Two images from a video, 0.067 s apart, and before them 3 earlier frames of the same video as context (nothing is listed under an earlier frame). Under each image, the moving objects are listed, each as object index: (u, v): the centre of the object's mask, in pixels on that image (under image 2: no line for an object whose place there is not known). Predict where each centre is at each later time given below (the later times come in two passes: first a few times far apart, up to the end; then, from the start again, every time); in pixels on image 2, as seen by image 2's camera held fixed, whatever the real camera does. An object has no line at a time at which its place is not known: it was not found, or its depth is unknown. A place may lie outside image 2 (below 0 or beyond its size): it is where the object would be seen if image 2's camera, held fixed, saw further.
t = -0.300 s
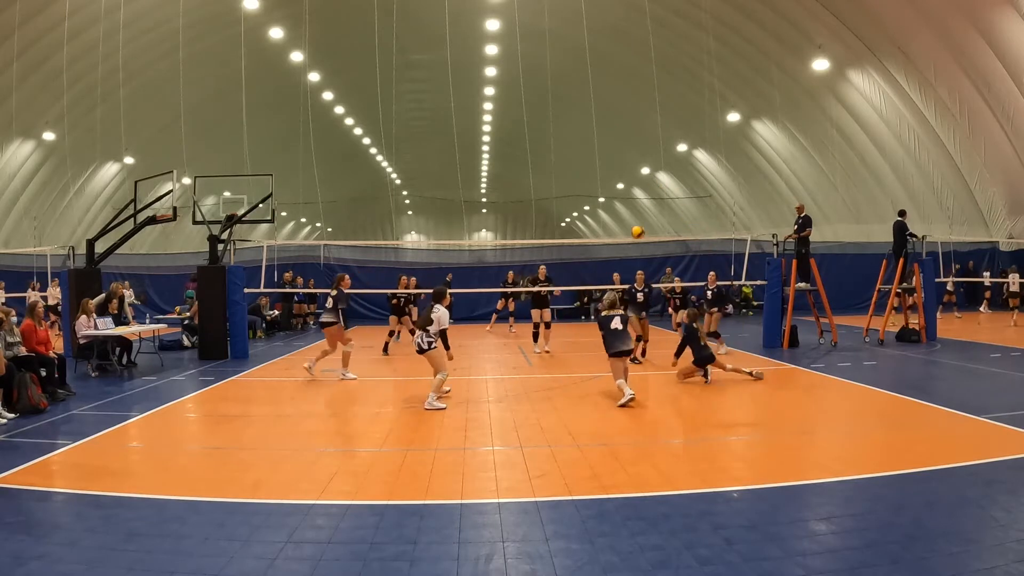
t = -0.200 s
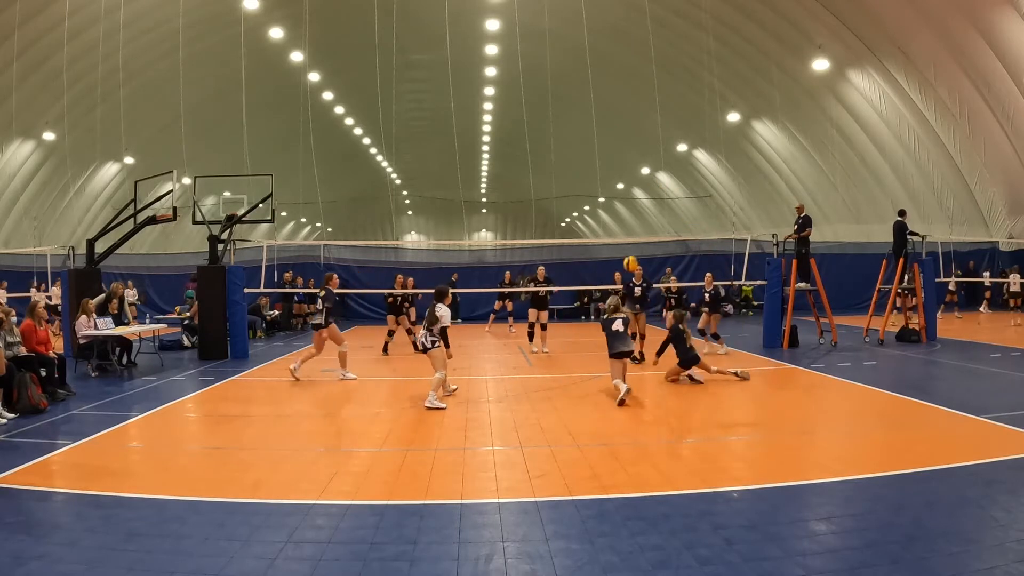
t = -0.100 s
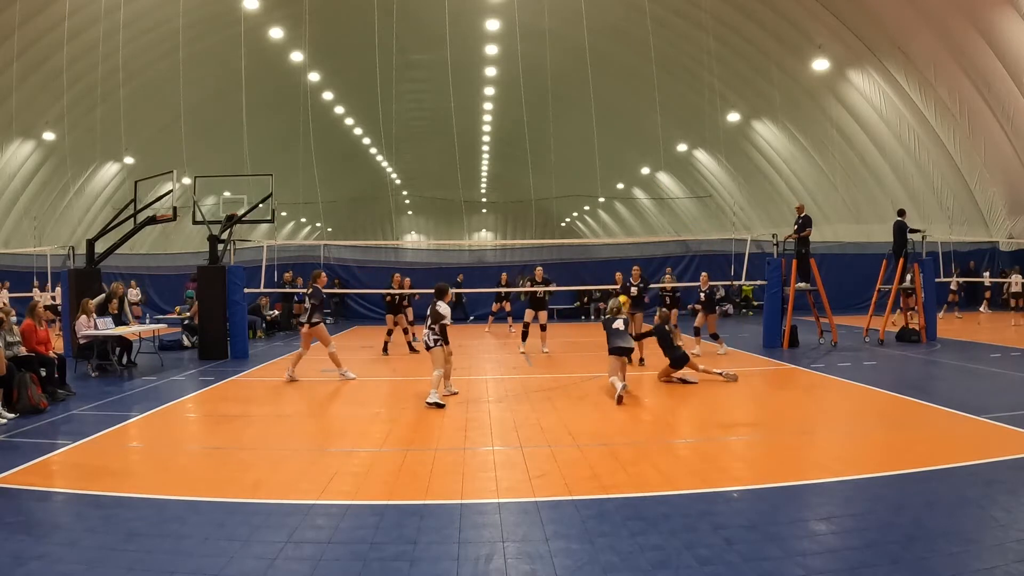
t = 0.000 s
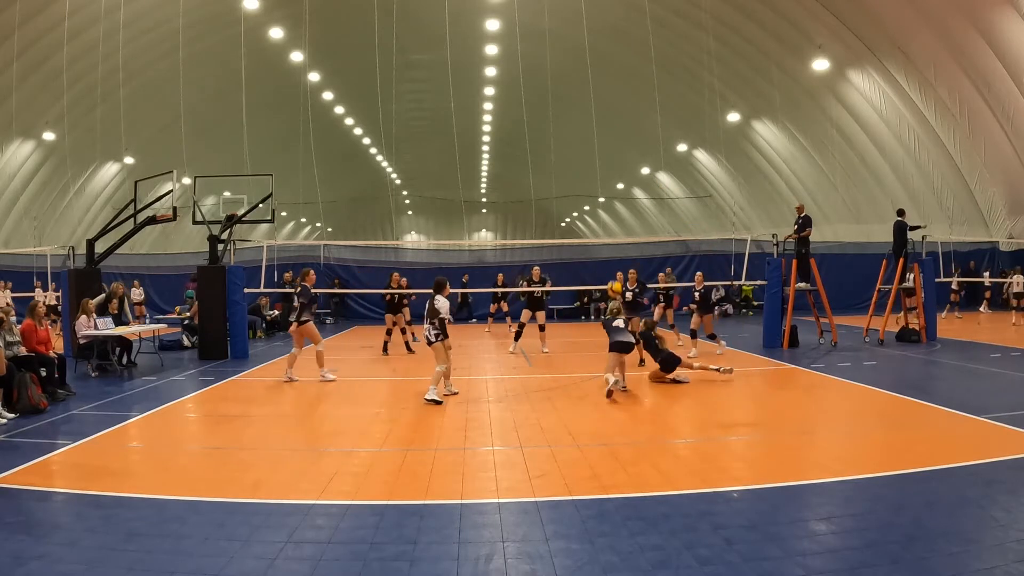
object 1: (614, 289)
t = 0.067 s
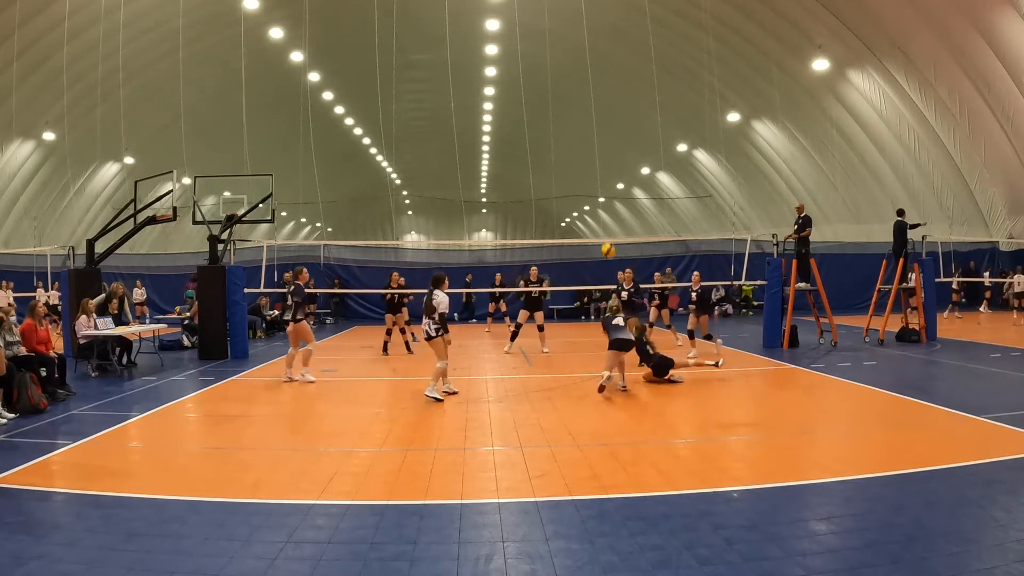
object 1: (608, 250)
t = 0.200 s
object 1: (596, 184)
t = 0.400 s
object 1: (579, 109)
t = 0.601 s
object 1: (562, 63)
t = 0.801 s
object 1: (545, 43)
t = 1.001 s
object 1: (528, 51)
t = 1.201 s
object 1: (512, 88)
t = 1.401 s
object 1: (496, 157)
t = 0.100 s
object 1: (605, 232)
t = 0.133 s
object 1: (602, 215)
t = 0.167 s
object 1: (599, 199)
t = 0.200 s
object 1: (596, 184)
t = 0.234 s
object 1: (593, 169)
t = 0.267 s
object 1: (590, 156)
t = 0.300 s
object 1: (587, 143)
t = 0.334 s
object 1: (584, 130)
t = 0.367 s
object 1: (582, 119)
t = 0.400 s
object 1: (579, 109)
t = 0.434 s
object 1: (576, 100)
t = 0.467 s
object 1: (573, 90)
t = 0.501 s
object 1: (569, 82)
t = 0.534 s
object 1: (567, 75)
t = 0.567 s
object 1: (564, 68)
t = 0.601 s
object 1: (562, 63)
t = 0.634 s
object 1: (558, 58)
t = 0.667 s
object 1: (555, 53)
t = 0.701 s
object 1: (553, 50)
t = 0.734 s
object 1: (550, 46)
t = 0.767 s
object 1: (547, 44)
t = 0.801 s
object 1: (545, 43)
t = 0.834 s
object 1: (542, 43)
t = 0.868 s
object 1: (539, 42)
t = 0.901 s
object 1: (536, 44)
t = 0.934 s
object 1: (534, 45)
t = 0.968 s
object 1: (531, 48)
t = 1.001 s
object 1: (528, 51)
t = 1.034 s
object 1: (526, 55)
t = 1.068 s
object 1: (523, 60)
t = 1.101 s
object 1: (520, 65)
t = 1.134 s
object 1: (517, 72)
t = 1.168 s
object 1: (514, 79)
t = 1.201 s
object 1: (512, 88)
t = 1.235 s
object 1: (509, 97)
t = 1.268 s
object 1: (507, 107)
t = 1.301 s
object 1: (504, 118)
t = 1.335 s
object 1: (502, 131)
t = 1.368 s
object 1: (499, 143)
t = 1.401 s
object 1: (496, 157)
